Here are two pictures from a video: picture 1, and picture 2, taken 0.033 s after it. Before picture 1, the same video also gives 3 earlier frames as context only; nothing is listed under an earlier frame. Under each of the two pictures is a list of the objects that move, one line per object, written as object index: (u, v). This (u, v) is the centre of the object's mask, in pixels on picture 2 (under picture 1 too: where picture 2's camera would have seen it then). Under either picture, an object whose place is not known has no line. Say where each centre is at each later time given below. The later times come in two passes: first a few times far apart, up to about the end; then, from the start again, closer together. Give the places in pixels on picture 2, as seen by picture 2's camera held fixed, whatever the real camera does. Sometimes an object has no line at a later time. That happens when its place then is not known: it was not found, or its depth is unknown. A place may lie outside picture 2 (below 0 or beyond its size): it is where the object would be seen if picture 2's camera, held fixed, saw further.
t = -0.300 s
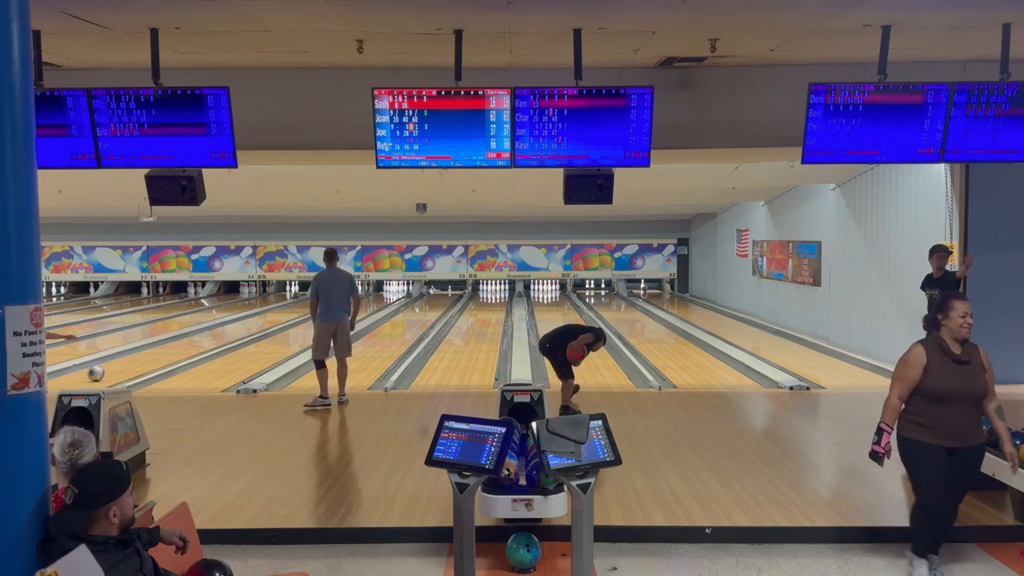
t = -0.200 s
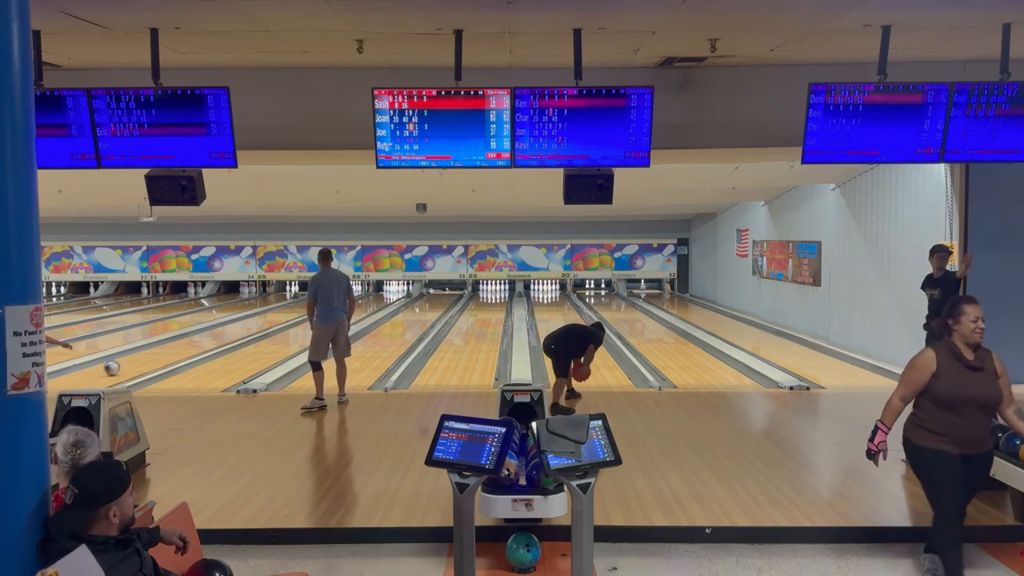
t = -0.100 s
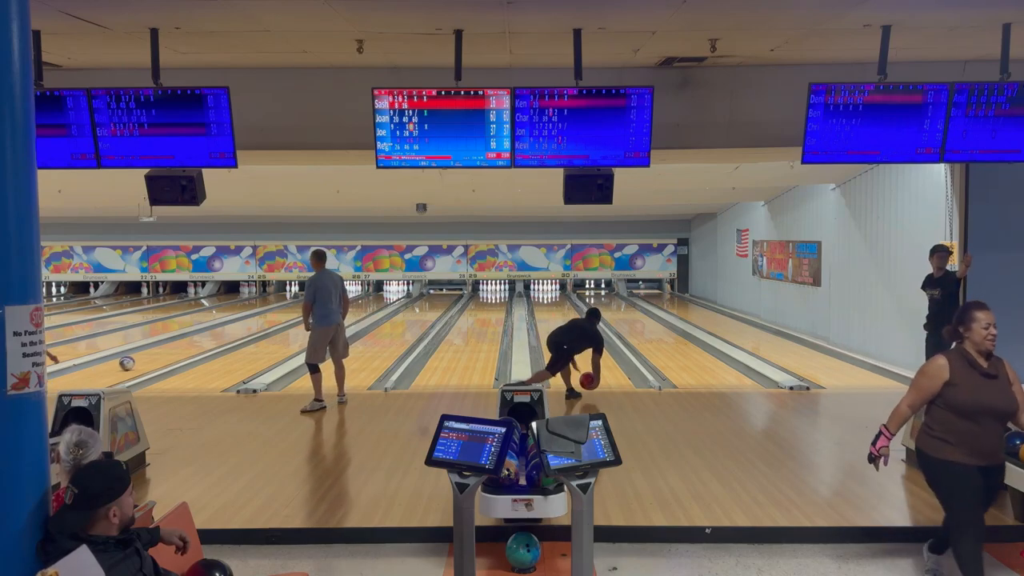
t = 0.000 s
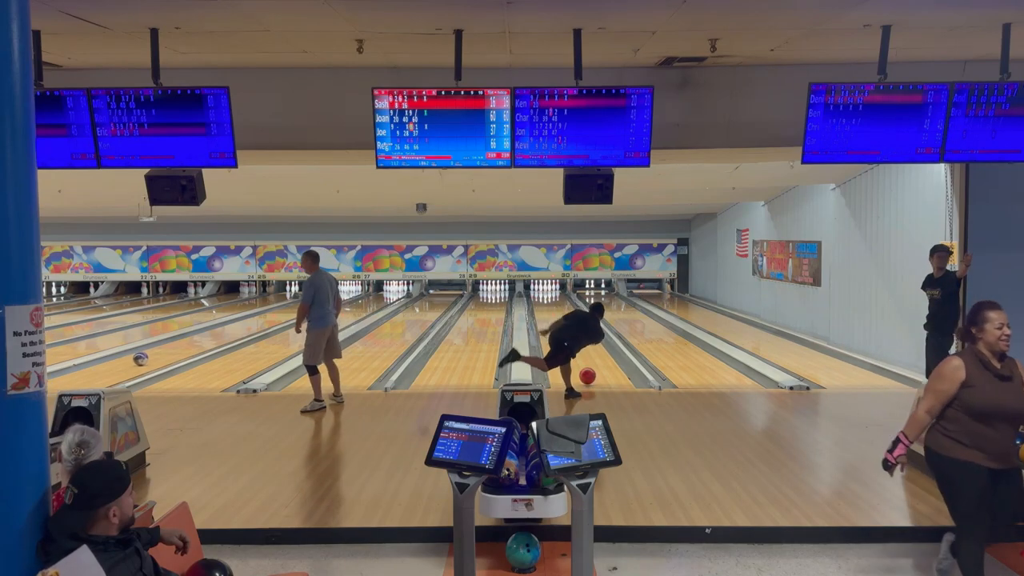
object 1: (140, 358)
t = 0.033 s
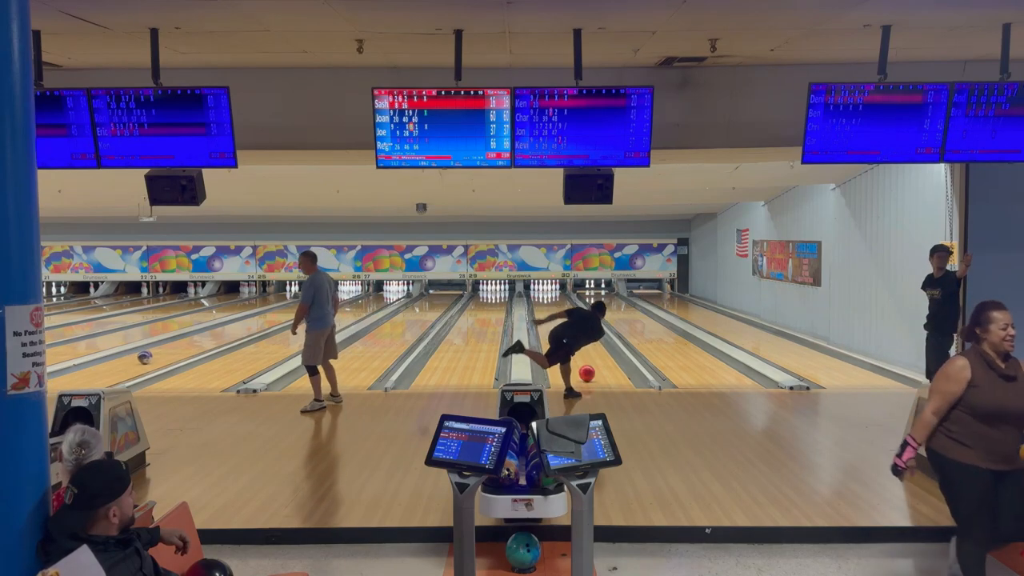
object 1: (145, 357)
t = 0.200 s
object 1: (165, 350)
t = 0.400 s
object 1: (186, 343)
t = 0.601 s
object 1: (206, 337)
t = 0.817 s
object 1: (223, 332)
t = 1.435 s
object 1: (266, 317)
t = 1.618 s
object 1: (275, 314)
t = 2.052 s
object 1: (295, 308)
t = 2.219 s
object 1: (302, 305)
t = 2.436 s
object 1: (310, 303)
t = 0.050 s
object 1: (147, 356)
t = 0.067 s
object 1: (149, 355)
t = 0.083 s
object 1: (151, 355)
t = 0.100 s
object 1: (153, 354)
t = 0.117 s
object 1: (155, 353)
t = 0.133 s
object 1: (157, 353)
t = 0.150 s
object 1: (159, 352)
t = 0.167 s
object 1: (161, 352)
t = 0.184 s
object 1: (163, 351)
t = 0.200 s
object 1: (165, 350)
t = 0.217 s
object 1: (167, 350)
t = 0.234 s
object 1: (169, 349)
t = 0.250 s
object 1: (171, 349)
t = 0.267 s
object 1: (173, 348)
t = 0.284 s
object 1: (174, 347)
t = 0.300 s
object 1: (176, 347)
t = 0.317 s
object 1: (178, 346)
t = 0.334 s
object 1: (180, 346)
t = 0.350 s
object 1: (181, 345)
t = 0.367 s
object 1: (183, 344)
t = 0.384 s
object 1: (185, 344)
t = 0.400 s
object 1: (186, 343)
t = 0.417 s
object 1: (188, 343)
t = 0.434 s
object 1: (190, 342)
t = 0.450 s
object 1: (191, 342)
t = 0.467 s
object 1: (193, 341)
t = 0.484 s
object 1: (195, 341)
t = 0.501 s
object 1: (196, 340)
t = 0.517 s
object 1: (198, 340)
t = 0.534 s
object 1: (200, 339)
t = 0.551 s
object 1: (201, 338)
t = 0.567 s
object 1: (203, 338)
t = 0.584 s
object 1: (204, 338)
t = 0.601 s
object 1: (206, 337)
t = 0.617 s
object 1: (207, 337)
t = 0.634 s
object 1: (209, 336)
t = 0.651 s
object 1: (210, 336)
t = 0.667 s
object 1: (212, 335)
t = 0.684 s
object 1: (213, 335)
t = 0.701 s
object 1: (214, 334)
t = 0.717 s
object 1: (216, 334)
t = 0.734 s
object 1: (217, 334)
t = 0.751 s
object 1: (219, 333)
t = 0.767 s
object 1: (220, 333)
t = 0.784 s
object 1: (221, 332)
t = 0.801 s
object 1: (223, 332)
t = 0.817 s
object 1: (223, 332)
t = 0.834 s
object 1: (223, 330)
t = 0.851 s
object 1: (223, 329)
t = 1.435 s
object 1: (266, 317)
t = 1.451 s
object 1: (266, 317)
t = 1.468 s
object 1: (267, 317)
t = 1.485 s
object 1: (268, 317)
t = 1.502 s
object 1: (269, 316)
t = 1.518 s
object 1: (269, 316)
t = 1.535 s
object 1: (270, 316)
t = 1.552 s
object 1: (271, 315)
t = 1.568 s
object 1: (272, 315)
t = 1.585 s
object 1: (273, 315)
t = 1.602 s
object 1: (274, 314)
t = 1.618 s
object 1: (275, 314)
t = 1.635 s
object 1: (276, 314)
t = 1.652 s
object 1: (276, 313)
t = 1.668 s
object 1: (277, 313)
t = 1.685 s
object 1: (278, 313)
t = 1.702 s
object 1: (279, 313)
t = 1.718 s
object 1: (280, 312)
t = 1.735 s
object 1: (280, 312)
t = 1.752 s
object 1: (281, 312)
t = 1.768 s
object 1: (282, 312)
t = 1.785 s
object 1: (283, 311)
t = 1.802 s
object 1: (284, 311)
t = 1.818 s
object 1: (285, 311)
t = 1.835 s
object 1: (285, 310)
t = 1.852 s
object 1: (286, 310)
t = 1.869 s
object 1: (287, 310)
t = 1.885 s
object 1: (288, 310)
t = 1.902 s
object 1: (289, 309)
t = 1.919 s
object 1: (289, 309)
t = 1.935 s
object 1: (290, 309)
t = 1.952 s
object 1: (291, 309)
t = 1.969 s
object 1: (291, 308)
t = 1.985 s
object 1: (292, 308)
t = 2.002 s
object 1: (293, 308)
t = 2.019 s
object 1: (294, 308)
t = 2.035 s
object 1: (294, 308)
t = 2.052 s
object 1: (295, 308)
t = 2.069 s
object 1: (296, 307)
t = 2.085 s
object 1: (297, 307)
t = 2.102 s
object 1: (297, 307)
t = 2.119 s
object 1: (298, 307)
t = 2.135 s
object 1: (298, 306)
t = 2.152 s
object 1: (299, 306)
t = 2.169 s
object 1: (300, 306)
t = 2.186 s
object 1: (300, 306)
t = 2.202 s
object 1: (301, 306)
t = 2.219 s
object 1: (302, 305)
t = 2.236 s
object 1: (303, 305)
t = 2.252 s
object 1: (303, 305)
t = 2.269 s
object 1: (304, 305)
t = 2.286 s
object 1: (305, 304)
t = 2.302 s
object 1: (305, 304)
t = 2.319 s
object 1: (306, 304)
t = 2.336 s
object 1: (307, 304)
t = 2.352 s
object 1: (307, 304)
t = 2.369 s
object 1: (308, 304)
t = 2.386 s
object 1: (308, 303)
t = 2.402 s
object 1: (309, 303)
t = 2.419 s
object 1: (309, 303)
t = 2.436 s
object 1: (310, 303)
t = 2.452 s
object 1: (310, 302)
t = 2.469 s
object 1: (311, 302)
